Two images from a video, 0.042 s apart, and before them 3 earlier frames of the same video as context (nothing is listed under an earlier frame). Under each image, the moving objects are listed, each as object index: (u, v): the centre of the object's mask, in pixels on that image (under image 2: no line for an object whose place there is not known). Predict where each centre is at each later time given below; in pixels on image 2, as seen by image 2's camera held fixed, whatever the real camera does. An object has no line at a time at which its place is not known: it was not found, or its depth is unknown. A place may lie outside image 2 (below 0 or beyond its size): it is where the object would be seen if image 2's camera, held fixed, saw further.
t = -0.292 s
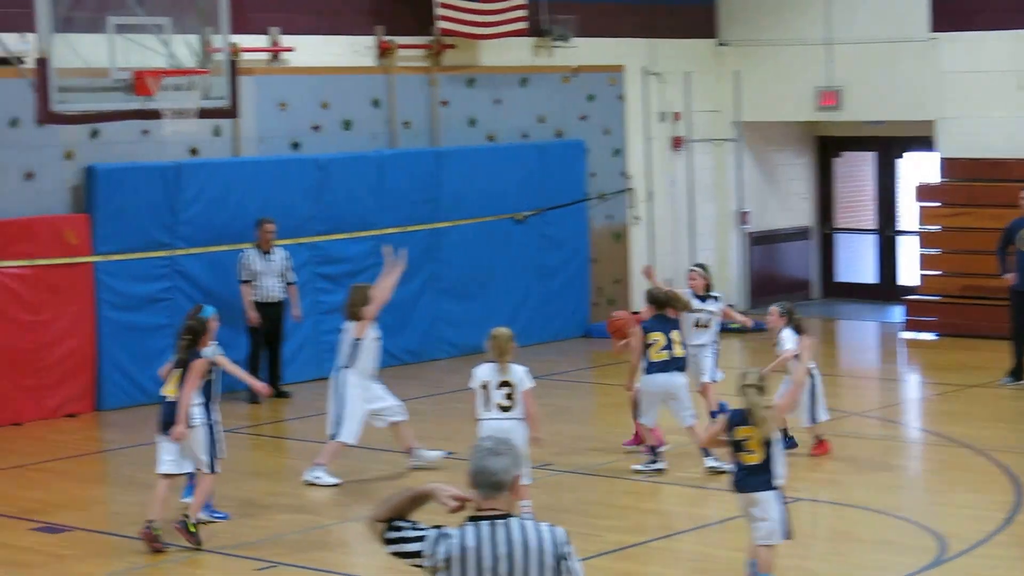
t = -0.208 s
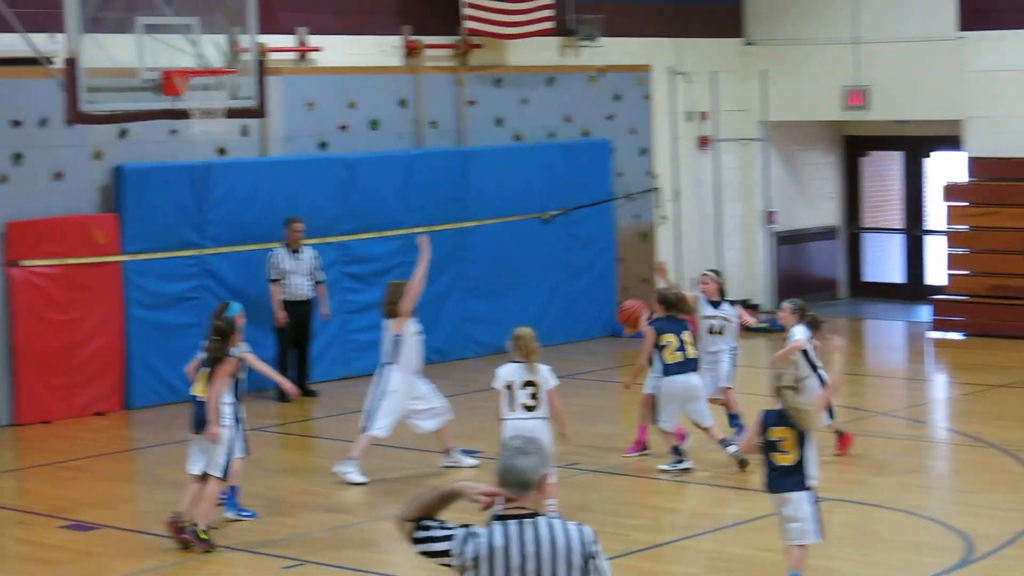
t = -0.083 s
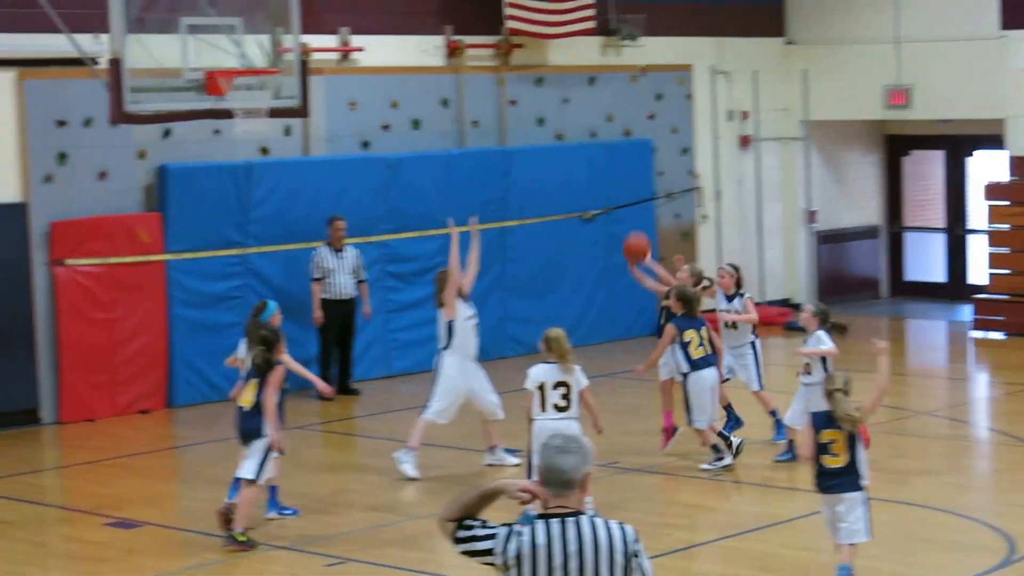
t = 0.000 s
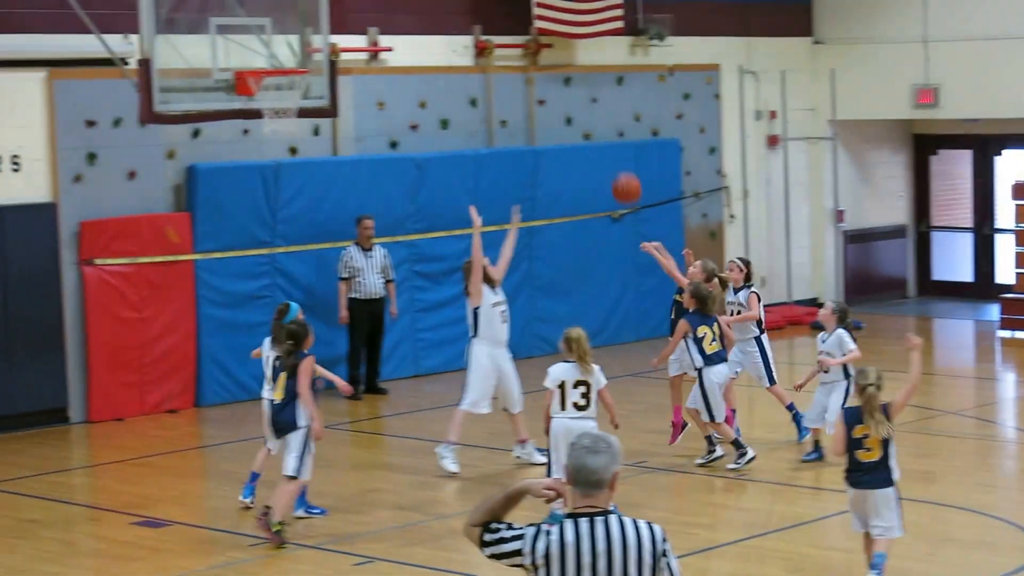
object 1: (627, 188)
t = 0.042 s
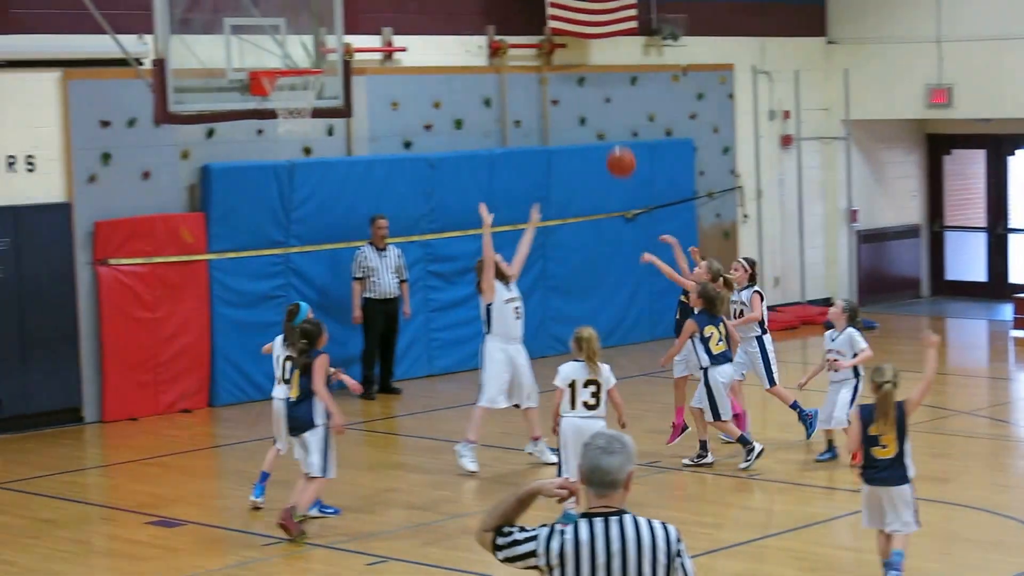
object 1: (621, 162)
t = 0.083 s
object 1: (602, 138)
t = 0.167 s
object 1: (567, 95)
